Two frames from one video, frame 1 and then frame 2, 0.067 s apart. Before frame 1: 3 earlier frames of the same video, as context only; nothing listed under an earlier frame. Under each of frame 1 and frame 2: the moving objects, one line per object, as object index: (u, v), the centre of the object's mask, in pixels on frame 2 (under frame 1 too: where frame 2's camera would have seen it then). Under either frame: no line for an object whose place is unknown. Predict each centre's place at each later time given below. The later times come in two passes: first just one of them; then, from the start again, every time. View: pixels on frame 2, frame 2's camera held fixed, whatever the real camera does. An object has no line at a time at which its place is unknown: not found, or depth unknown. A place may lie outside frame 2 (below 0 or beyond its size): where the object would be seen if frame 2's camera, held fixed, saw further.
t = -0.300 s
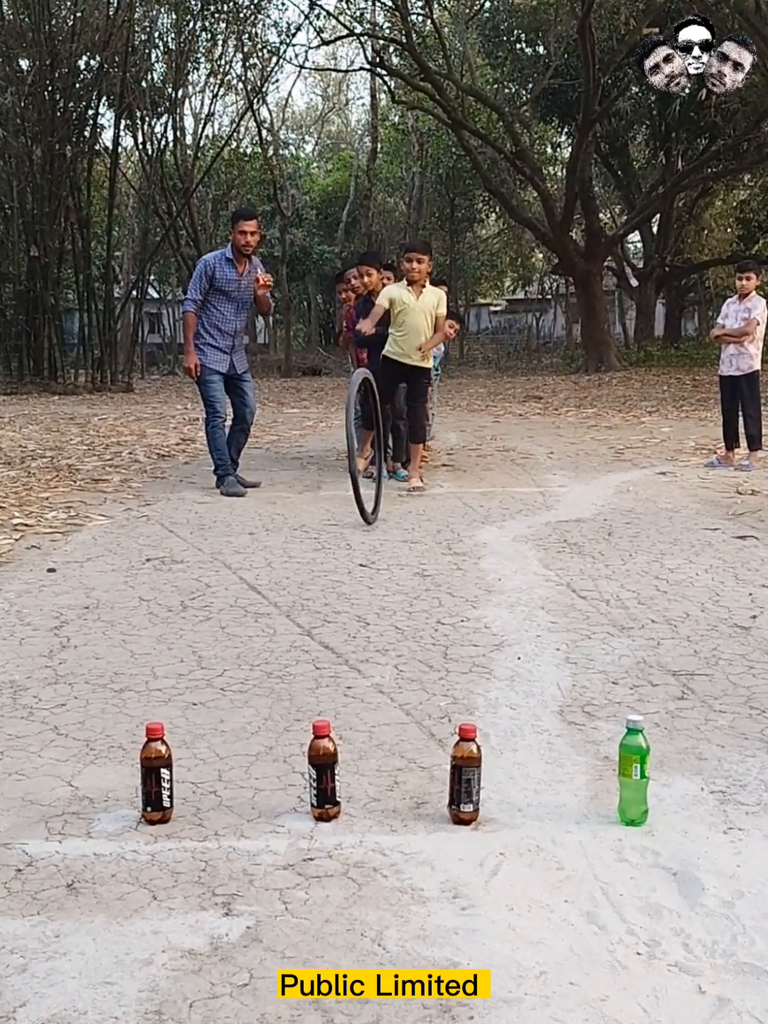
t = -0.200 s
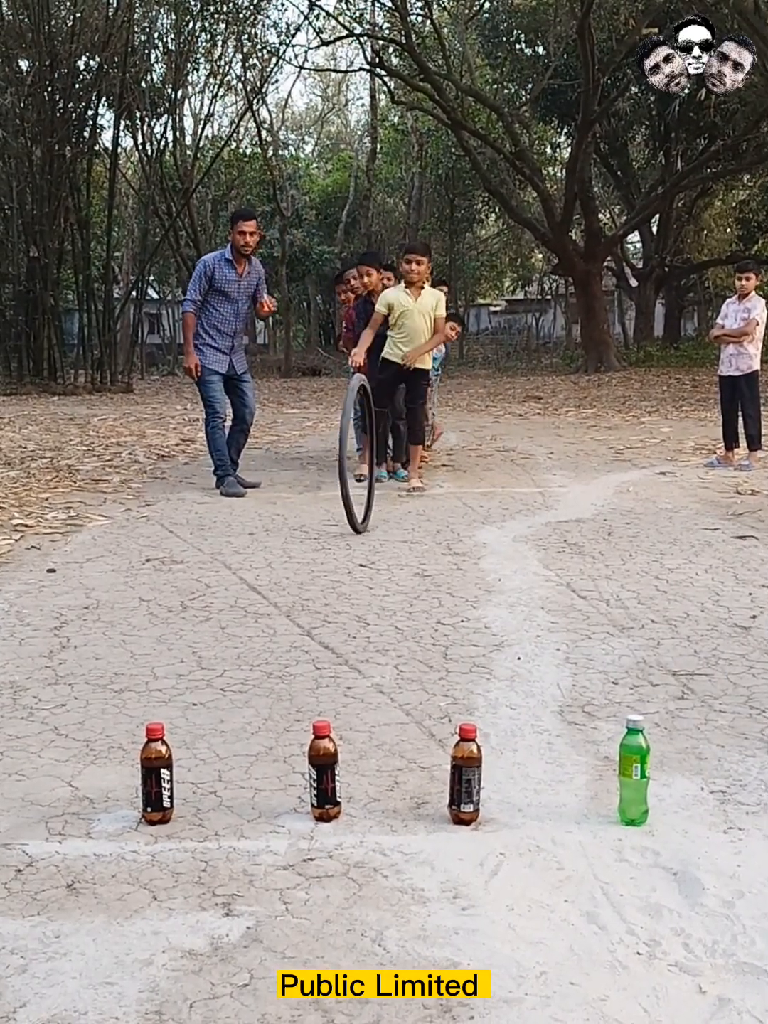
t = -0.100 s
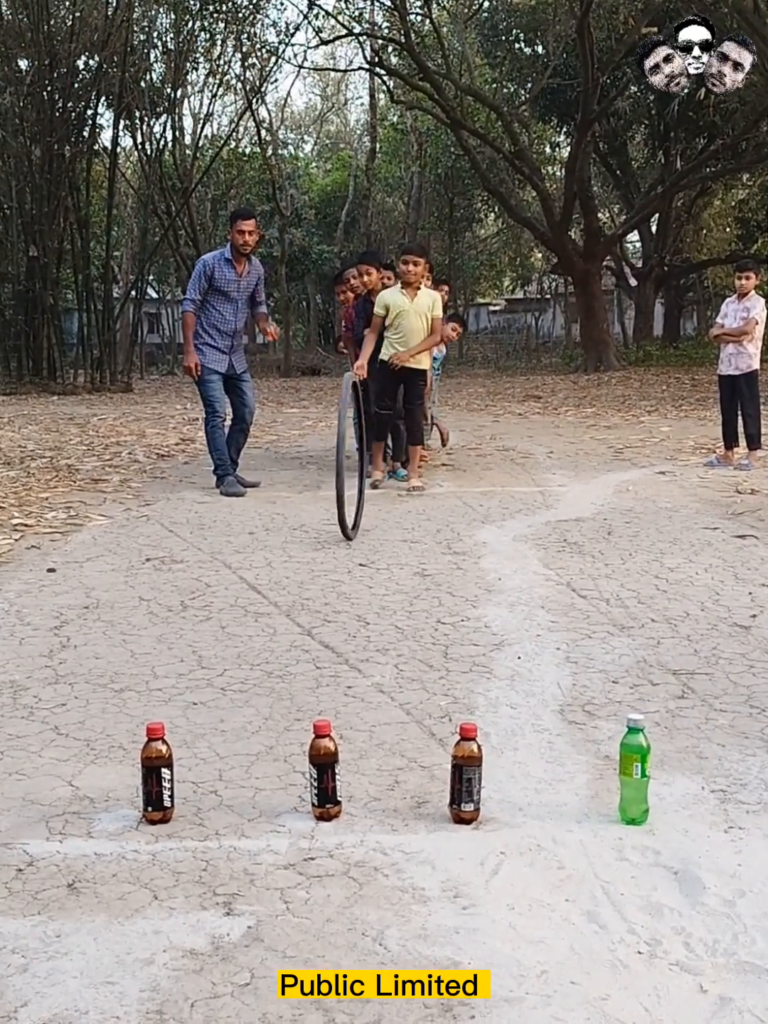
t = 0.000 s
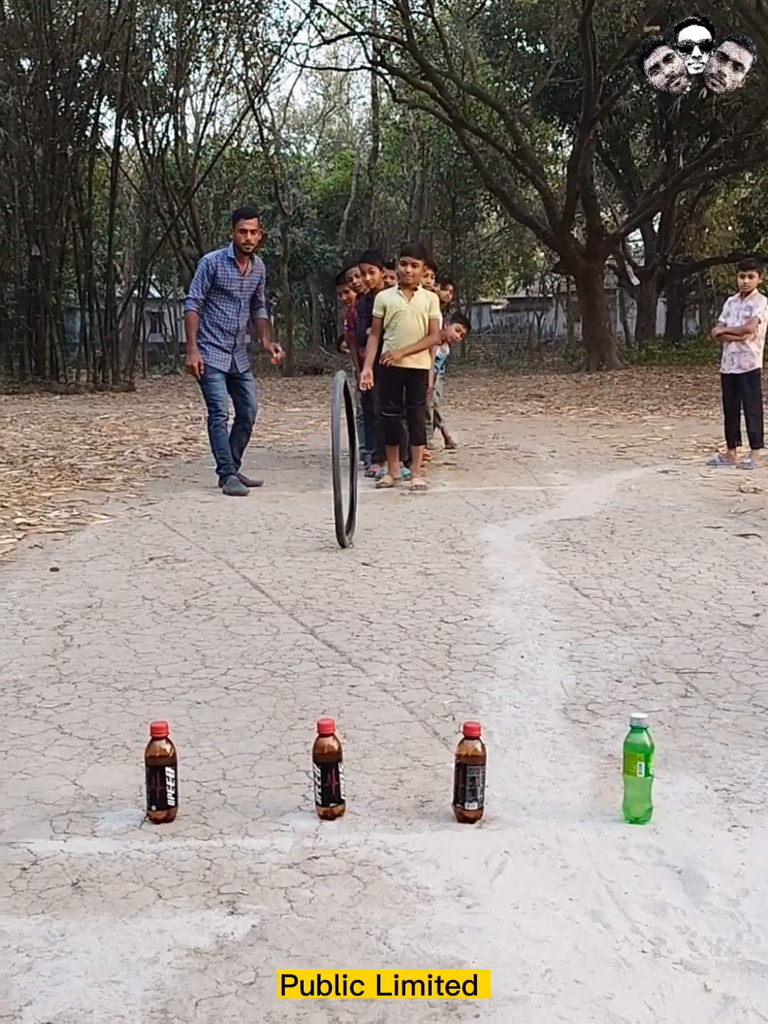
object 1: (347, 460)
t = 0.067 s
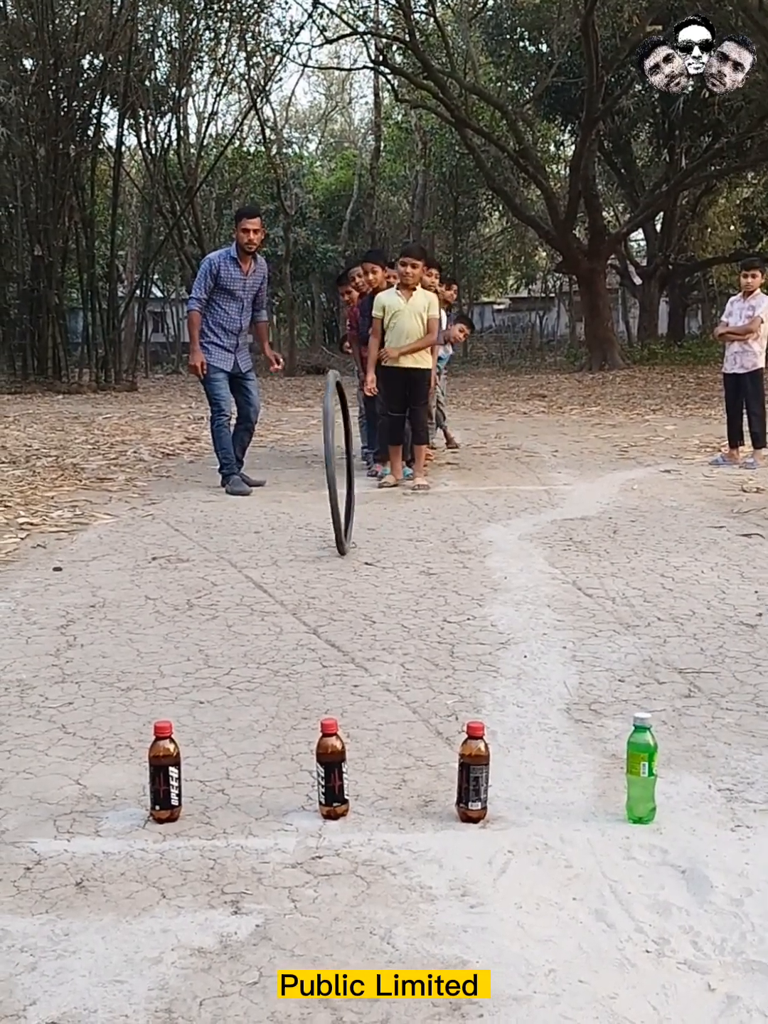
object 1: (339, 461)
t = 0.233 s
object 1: (317, 474)
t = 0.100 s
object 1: (335, 462)
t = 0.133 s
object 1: (331, 464)
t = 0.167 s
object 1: (326, 466)
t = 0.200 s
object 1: (322, 470)
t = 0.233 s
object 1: (317, 474)
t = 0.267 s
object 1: (313, 477)
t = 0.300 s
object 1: (309, 482)
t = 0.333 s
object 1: (304, 485)
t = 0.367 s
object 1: (299, 489)
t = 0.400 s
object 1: (294, 492)
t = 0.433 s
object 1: (288, 493)
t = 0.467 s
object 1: (283, 493)
